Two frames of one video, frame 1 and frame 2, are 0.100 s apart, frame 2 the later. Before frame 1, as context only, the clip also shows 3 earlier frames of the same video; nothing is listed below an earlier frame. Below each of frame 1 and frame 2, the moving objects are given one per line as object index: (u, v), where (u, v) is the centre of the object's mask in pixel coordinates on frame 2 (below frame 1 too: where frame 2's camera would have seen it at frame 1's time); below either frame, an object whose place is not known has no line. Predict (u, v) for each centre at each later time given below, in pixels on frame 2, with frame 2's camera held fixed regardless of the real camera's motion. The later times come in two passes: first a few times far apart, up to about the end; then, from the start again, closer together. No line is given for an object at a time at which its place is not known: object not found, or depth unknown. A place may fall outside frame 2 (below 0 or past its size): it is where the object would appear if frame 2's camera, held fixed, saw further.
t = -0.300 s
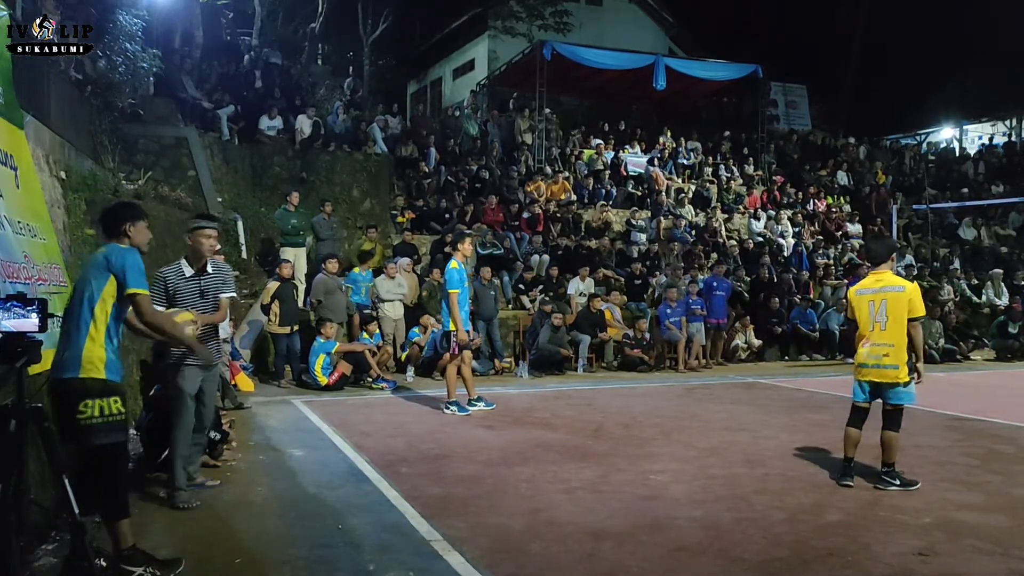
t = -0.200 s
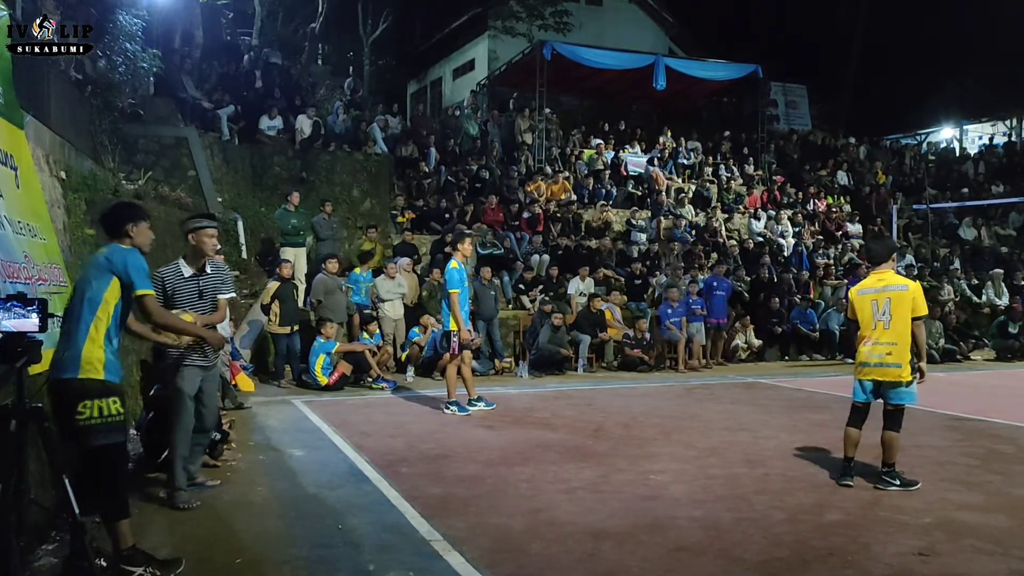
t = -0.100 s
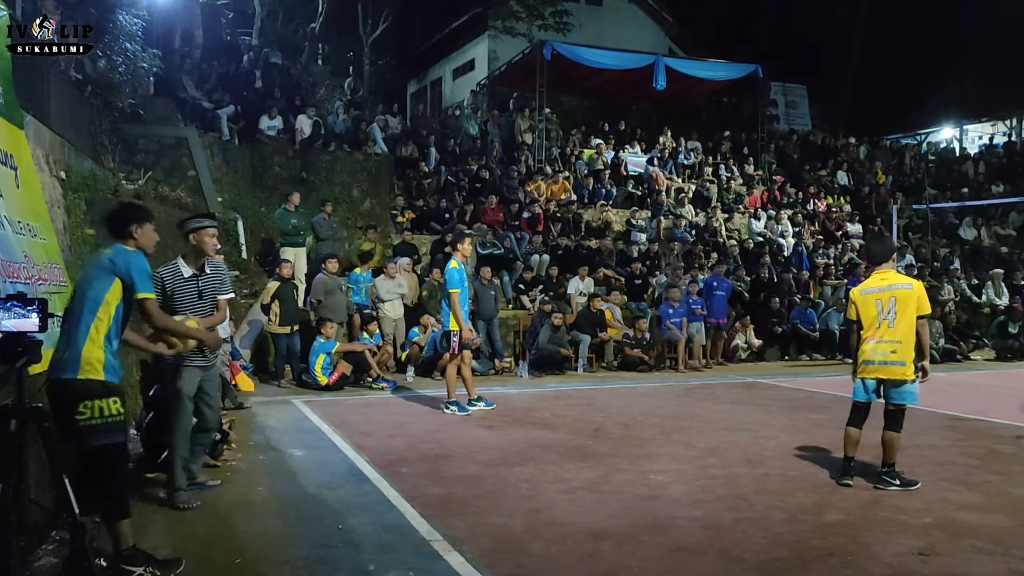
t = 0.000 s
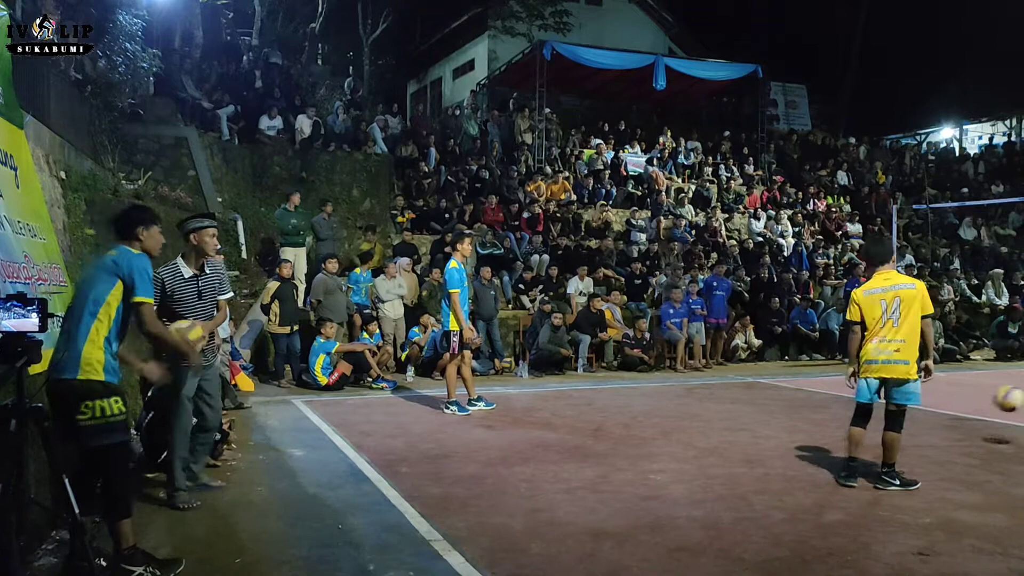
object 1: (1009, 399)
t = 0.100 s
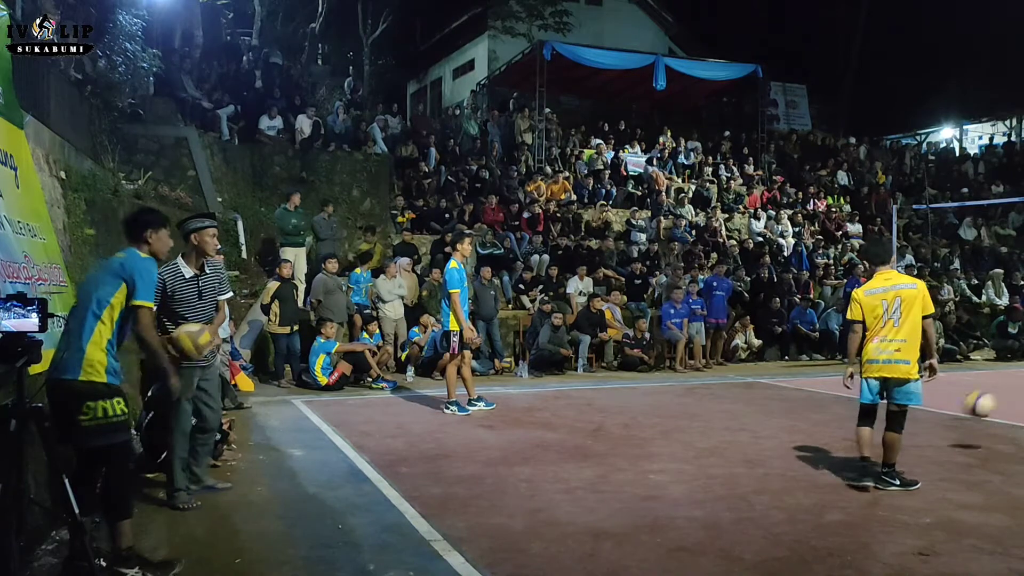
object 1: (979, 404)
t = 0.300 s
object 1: (917, 443)
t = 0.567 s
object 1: (821, 421)
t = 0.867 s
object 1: (701, 454)
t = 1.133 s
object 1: (580, 486)
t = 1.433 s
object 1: (413, 500)
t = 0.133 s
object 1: (970, 409)
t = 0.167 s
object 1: (959, 416)
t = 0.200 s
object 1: (948, 424)
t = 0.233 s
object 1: (938, 433)
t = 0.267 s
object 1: (926, 444)
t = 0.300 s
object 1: (917, 443)
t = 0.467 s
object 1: (852, 418)
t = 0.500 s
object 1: (843, 418)
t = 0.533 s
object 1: (832, 419)
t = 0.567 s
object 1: (821, 421)
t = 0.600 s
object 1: (808, 426)
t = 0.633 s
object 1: (795, 434)
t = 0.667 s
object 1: (782, 441)
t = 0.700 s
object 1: (770, 451)
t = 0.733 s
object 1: (756, 465)
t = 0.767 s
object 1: (740, 474)
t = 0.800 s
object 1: (728, 466)
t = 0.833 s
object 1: (713, 460)
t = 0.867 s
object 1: (701, 454)
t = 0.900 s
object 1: (687, 452)
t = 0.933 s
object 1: (673, 451)
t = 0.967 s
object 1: (657, 452)
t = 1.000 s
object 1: (644, 455)
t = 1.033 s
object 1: (628, 460)
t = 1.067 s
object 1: (612, 466)
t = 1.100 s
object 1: (596, 474)
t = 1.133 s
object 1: (580, 486)
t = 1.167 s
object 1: (562, 504)
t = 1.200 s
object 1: (544, 502)
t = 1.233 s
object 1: (526, 495)
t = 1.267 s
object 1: (510, 490)
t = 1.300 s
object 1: (491, 488)
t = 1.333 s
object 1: (469, 488)
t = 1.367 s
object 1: (453, 488)
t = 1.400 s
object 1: (432, 494)
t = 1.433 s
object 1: (413, 500)
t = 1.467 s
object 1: (391, 510)
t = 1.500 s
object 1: (367, 524)
